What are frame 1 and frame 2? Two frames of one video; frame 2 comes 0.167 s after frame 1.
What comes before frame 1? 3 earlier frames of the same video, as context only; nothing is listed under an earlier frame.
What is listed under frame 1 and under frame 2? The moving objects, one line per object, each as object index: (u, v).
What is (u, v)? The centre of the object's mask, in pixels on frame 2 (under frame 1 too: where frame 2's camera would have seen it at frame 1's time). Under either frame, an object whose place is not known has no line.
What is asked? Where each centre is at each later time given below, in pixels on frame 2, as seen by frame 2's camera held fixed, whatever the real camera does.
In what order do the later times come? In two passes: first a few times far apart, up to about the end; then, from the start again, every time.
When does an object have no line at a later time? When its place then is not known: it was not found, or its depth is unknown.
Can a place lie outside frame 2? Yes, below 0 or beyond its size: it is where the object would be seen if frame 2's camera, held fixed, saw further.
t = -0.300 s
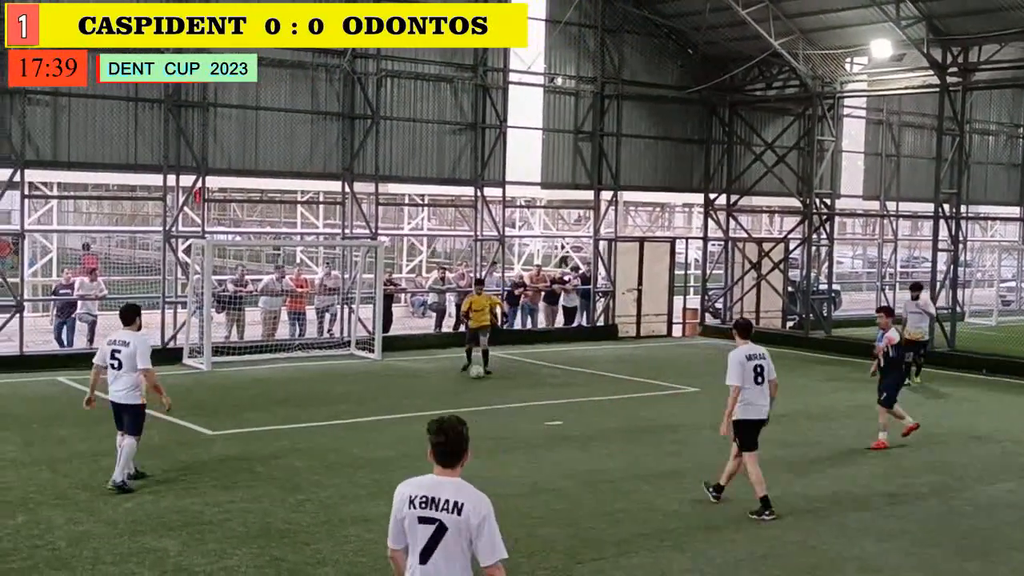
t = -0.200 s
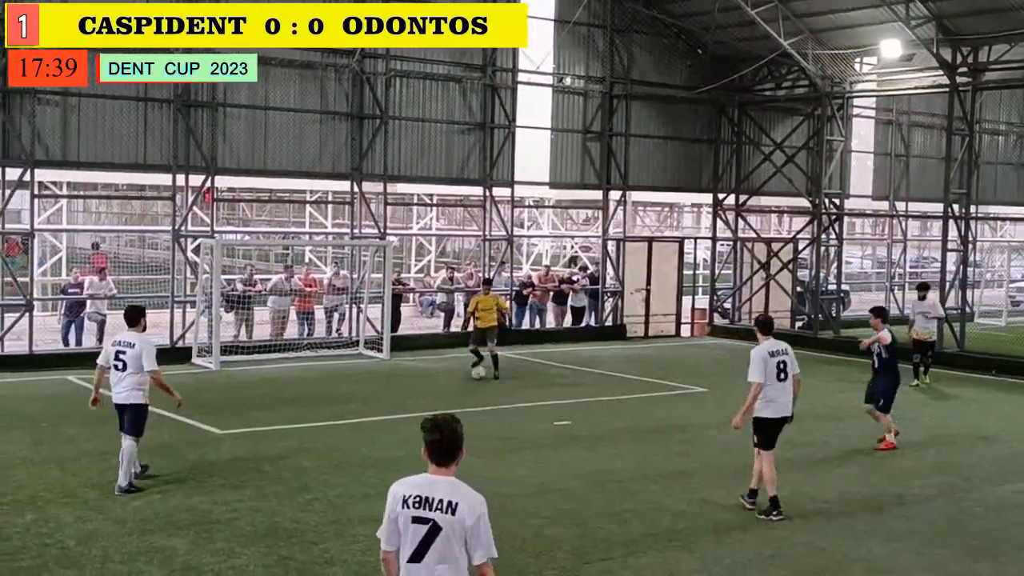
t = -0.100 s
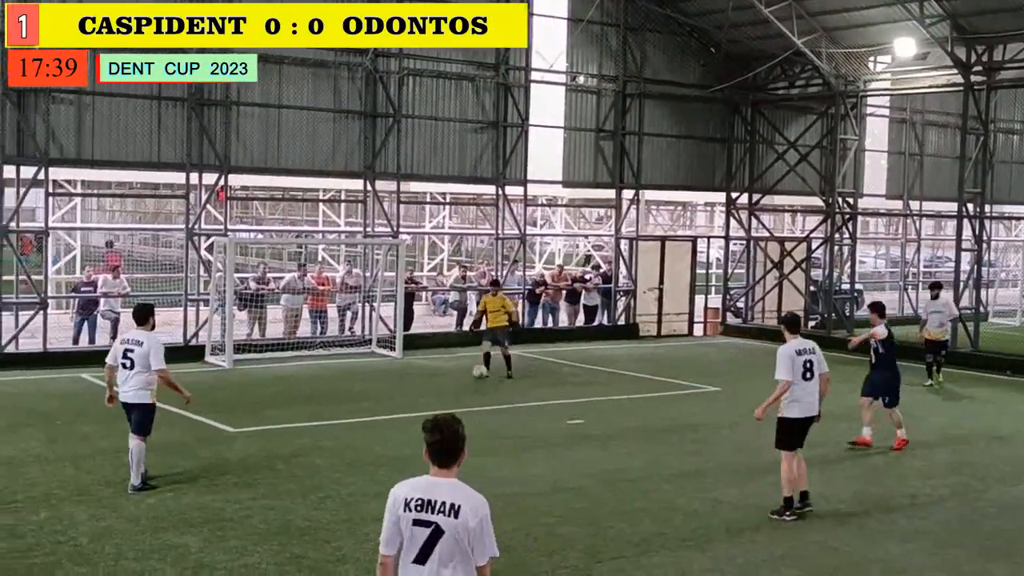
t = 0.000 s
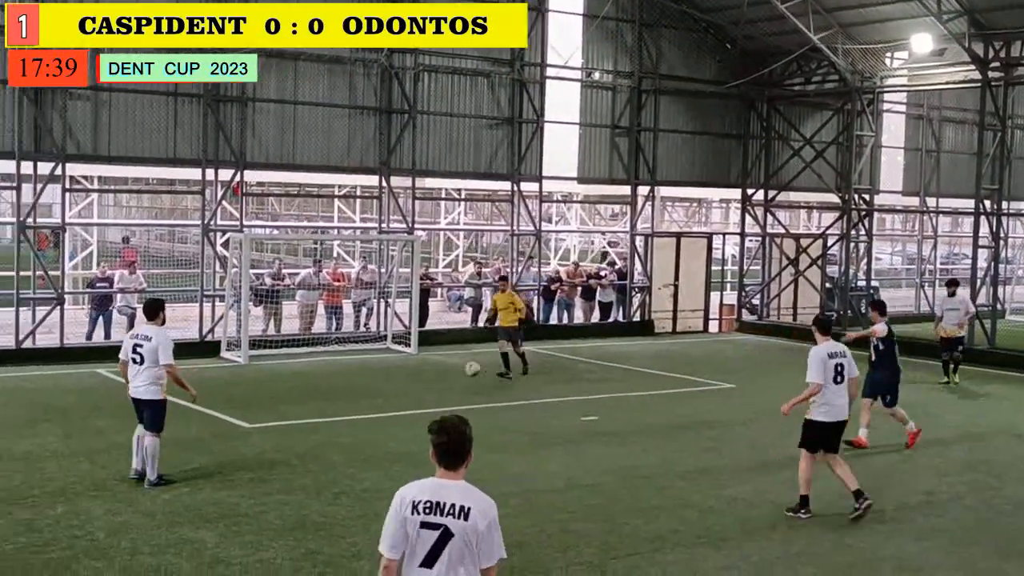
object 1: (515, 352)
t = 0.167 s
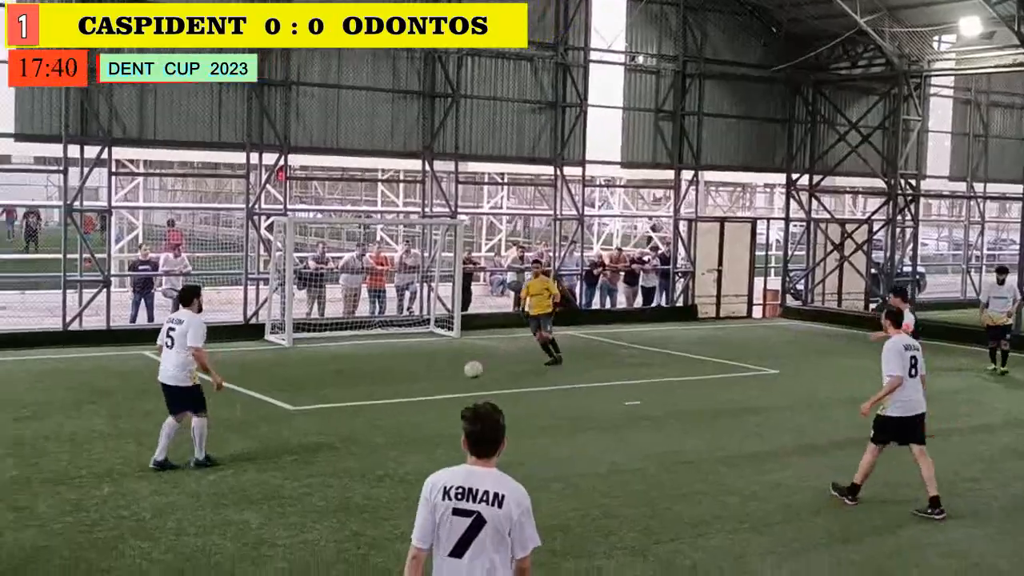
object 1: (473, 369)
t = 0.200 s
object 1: (463, 375)
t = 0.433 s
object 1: (385, 460)
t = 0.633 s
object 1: (319, 485)
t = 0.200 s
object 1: (463, 375)
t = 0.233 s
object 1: (453, 383)
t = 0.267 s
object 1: (443, 391)
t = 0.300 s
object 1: (433, 402)
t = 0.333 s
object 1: (421, 414)
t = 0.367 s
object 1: (410, 427)
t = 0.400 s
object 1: (397, 443)
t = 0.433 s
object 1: (385, 460)
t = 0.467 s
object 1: (376, 459)
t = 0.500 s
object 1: (370, 463)
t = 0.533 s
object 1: (356, 464)
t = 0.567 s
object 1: (344, 468)
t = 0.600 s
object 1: (332, 476)
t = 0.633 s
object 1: (319, 485)
